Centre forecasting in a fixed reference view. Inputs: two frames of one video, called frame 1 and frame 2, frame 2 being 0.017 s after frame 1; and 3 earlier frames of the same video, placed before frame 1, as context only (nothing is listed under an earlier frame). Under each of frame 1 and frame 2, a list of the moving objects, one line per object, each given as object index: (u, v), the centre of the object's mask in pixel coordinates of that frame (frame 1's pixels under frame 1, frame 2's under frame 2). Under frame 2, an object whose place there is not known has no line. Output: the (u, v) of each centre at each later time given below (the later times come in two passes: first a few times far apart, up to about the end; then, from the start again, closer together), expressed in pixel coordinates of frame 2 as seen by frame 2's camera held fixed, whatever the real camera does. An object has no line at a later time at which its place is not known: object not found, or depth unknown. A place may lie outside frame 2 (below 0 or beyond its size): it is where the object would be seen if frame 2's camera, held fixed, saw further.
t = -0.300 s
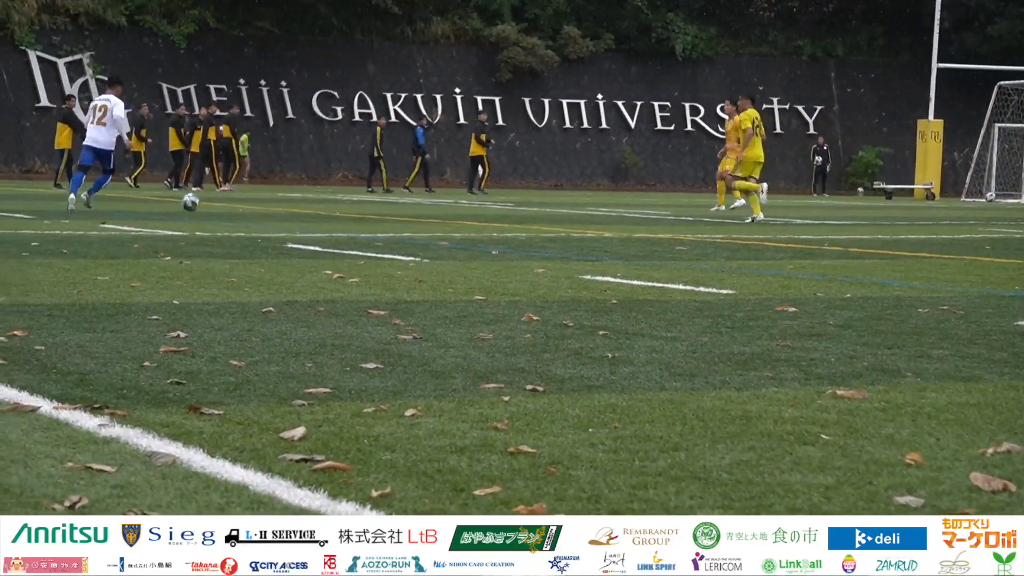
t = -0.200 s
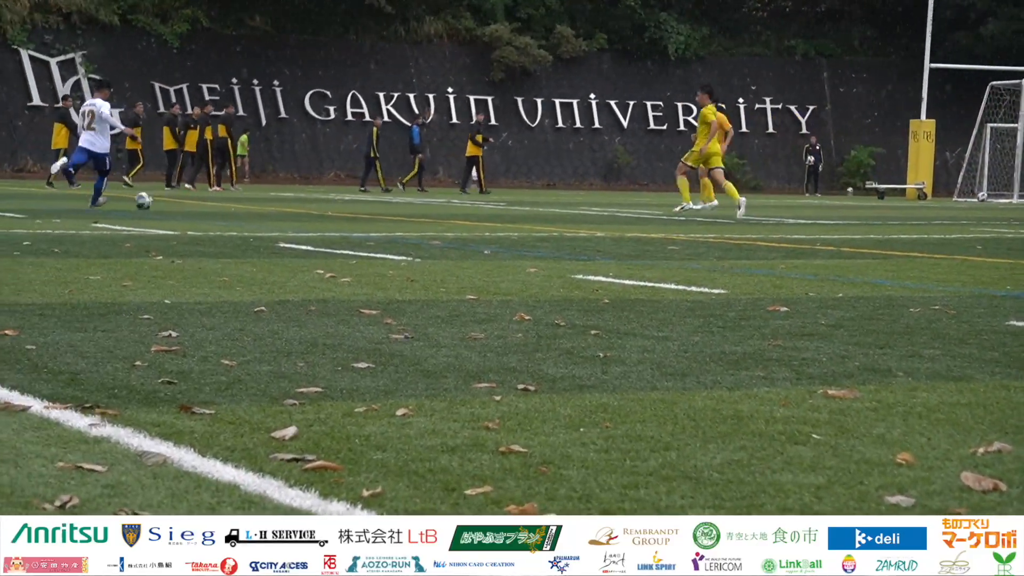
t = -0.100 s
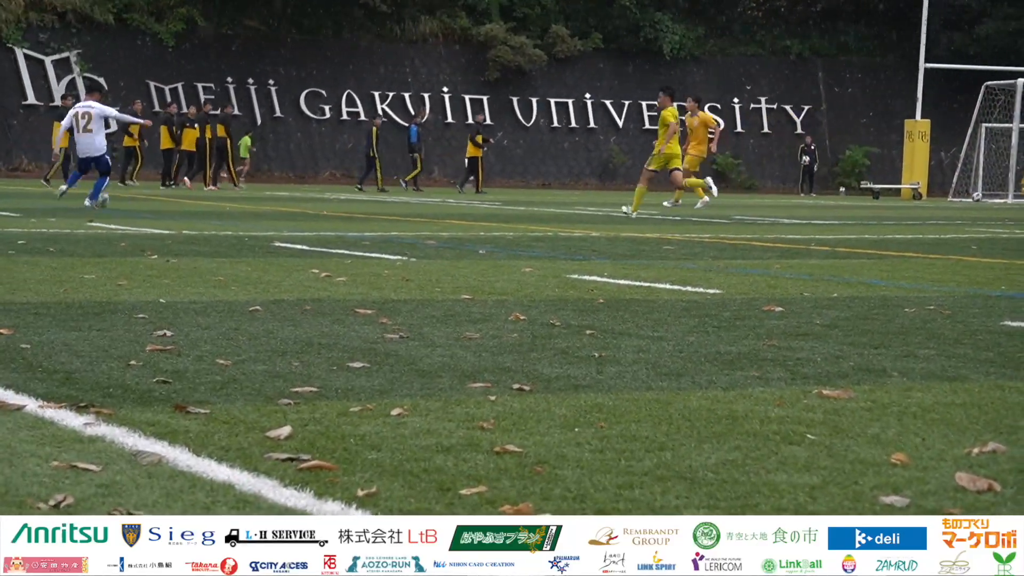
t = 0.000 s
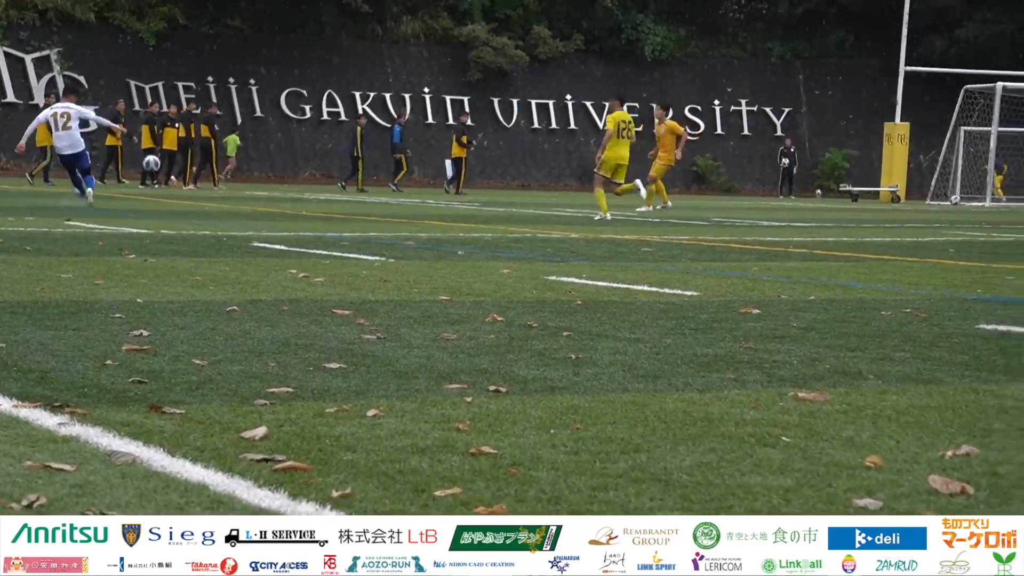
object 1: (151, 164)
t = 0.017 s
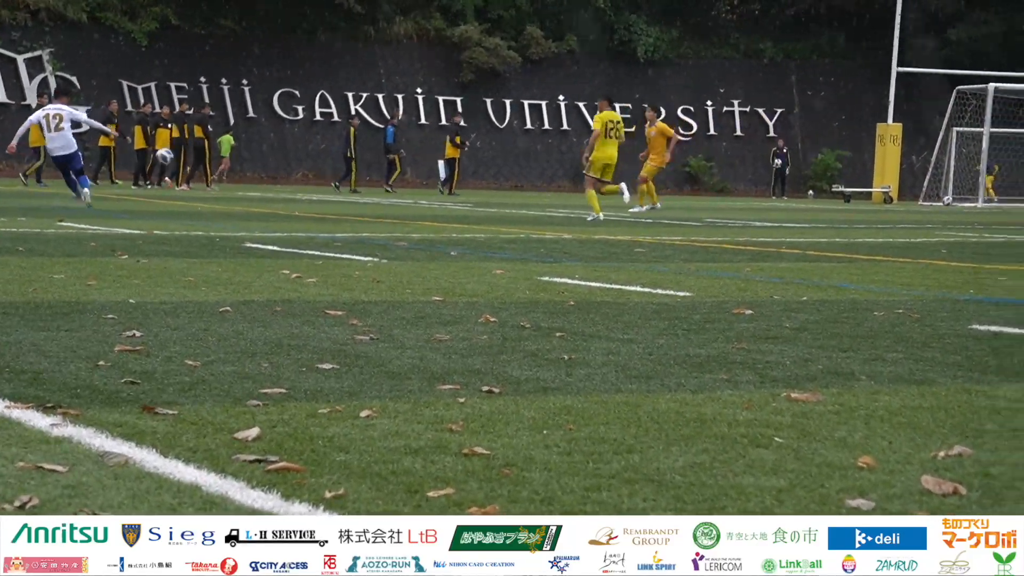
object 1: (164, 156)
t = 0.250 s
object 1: (407, 77)
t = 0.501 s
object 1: (609, 36)
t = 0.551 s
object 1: (644, 30)
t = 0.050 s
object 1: (203, 142)
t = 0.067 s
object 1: (222, 134)
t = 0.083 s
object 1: (241, 128)
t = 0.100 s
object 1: (258, 122)
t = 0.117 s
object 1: (277, 117)
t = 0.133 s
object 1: (294, 111)
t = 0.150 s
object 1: (311, 105)
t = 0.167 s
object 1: (327, 99)
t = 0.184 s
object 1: (345, 95)
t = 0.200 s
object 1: (361, 90)
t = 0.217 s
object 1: (376, 85)
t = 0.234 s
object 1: (392, 81)
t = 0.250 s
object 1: (407, 77)
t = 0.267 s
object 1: (422, 73)
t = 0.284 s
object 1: (437, 69)
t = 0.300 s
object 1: (452, 67)
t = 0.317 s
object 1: (466, 63)
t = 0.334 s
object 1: (480, 59)
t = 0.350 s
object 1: (494, 56)
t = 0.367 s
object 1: (507, 53)
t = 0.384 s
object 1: (521, 50)
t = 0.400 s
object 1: (535, 47)
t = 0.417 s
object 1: (548, 45)
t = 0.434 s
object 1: (561, 43)
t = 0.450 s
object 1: (573, 41)
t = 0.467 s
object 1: (585, 39)
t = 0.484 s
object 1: (597, 37)
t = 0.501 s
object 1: (609, 36)
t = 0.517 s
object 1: (621, 33)
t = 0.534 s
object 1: (632, 31)
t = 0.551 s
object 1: (644, 30)
